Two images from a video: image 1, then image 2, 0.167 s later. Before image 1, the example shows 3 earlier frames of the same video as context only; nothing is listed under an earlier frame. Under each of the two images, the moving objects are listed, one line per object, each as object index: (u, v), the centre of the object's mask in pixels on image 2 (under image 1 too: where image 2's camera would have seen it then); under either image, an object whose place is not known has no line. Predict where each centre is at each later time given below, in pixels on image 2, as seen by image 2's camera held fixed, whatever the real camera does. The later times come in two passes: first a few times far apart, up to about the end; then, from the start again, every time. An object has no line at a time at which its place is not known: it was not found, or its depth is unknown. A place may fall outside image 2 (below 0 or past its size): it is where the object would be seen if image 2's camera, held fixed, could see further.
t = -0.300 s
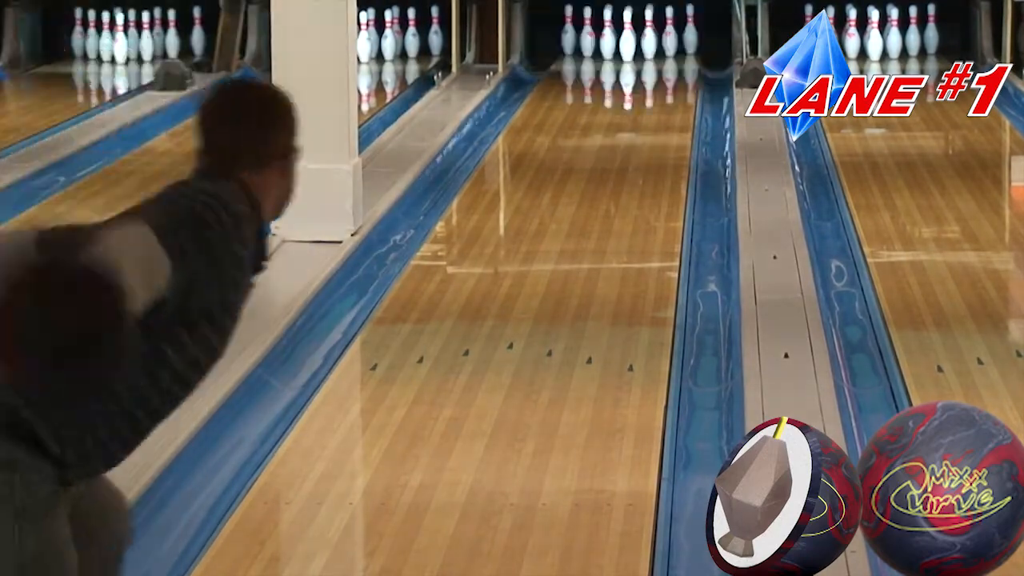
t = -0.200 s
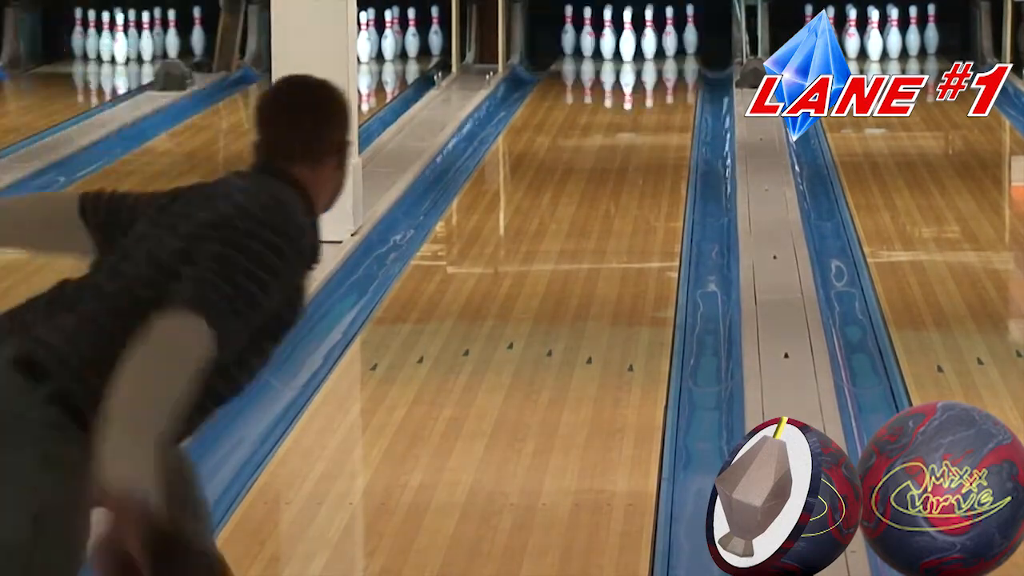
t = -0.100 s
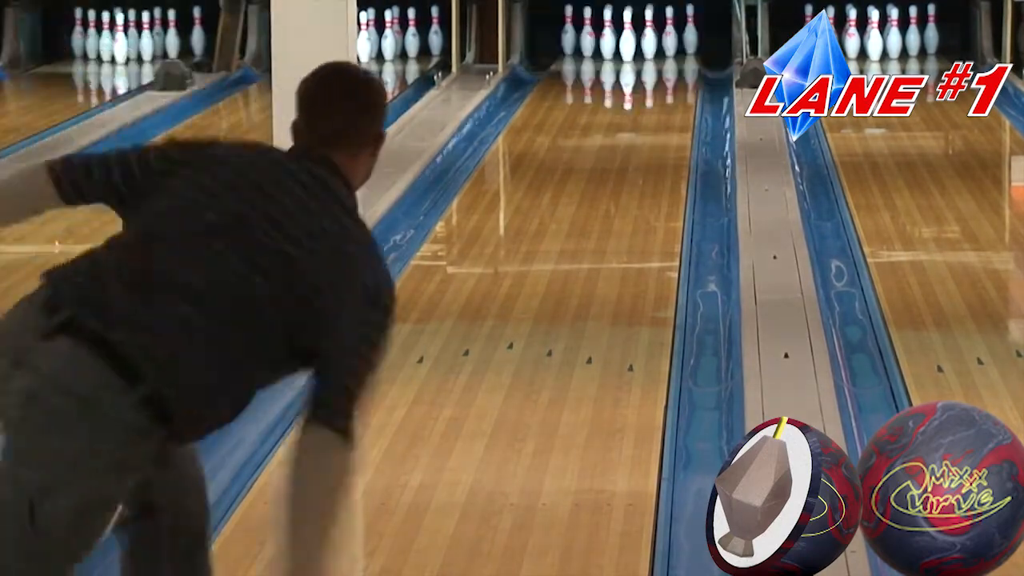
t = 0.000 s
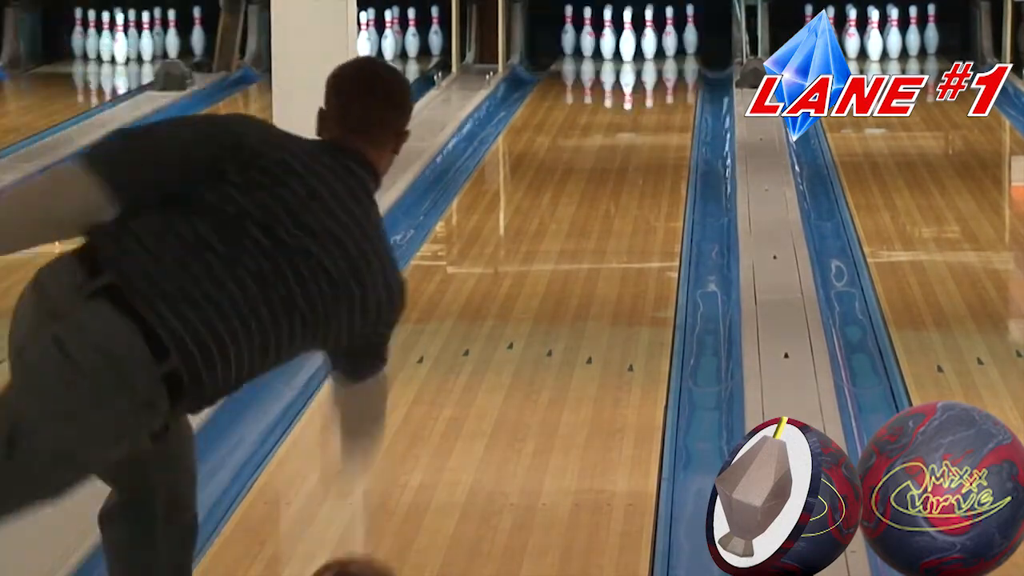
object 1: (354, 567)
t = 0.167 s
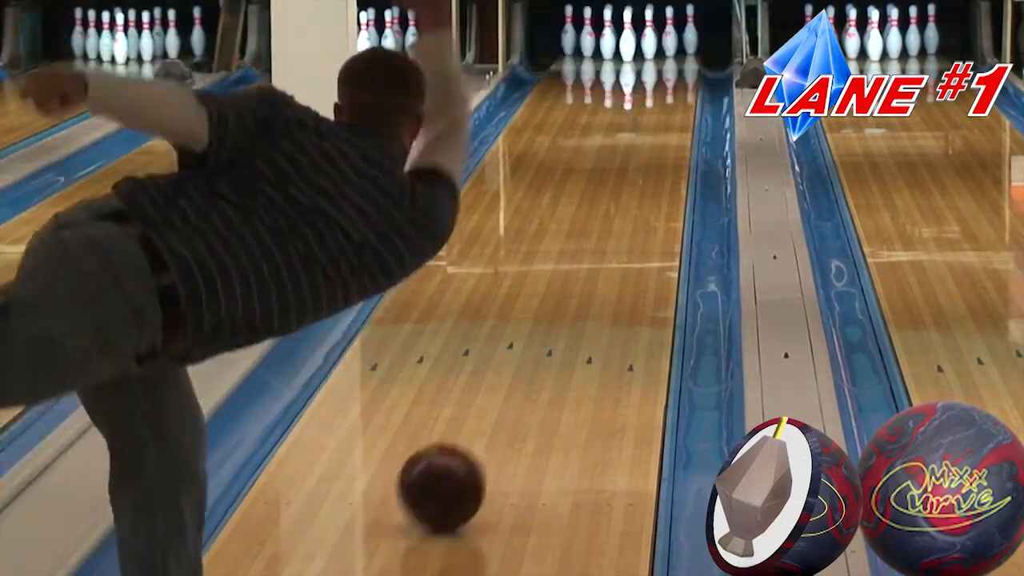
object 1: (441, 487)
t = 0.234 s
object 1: (469, 447)
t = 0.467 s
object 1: (542, 337)
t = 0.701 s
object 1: (593, 260)
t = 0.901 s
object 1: (623, 211)
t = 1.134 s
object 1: (649, 166)
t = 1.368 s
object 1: (665, 130)
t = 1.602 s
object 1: (673, 102)
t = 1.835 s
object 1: (671, 80)
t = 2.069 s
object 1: (660, 61)
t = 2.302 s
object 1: (642, 48)
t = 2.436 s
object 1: (641, 44)
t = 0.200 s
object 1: (455, 466)
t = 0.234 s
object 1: (469, 447)
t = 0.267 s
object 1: (482, 428)
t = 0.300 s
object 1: (494, 411)
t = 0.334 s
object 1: (504, 395)
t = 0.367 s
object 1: (514, 379)
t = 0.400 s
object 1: (525, 364)
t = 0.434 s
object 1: (547, 348)
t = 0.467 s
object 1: (542, 337)
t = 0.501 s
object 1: (551, 325)
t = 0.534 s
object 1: (559, 313)
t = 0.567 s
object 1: (566, 301)
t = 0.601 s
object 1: (573, 290)
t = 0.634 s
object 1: (580, 280)
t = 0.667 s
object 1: (587, 270)
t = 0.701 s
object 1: (593, 260)
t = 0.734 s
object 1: (598, 251)
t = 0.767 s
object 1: (604, 242)
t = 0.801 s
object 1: (609, 234)
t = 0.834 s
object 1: (614, 226)
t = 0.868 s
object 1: (619, 218)
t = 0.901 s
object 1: (623, 211)
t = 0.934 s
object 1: (627, 204)
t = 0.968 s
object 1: (632, 196)
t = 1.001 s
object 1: (635, 190)
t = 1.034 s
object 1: (639, 184)
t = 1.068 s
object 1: (643, 177)
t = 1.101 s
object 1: (645, 171)
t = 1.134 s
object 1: (649, 166)
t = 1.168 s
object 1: (652, 160)
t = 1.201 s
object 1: (654, 155)
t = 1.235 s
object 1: (656, 150)
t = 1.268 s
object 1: (659, 144)
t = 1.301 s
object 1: (661, 140)
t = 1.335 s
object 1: (663, 135)
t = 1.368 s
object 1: (665, 130)
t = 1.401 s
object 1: (666, 126)
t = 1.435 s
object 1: (667, 122)
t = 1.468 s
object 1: (669, 118)
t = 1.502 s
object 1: (670, 114)
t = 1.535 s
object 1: (671, 109)
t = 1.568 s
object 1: (673, 106)
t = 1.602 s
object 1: (673, 102)
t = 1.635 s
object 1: (673, 98)
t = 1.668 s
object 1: (674, 95)
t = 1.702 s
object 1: (673, 92)
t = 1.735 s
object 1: (673, 89)
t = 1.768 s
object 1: (673, 86)
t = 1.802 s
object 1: (673, 83)
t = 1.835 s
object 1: (671, 80)
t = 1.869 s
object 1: (671, 78)
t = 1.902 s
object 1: (669, 75)
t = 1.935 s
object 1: (667, 73)
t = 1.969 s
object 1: (666, 69)
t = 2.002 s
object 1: (665, 66)
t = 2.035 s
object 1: (663, 64)
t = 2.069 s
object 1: (660, 61)
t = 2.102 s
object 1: (658, 59)
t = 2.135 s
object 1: (656, 57)
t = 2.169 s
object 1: (653, 55)
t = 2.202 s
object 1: (650, 53)
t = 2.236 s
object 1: (648, 53)
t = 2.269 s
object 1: (646, 51)
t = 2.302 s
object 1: (642, 48)
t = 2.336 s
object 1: (643, 47)
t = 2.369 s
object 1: (642, 46)
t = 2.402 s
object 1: (641, 45)
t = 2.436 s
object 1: (641, 44)
